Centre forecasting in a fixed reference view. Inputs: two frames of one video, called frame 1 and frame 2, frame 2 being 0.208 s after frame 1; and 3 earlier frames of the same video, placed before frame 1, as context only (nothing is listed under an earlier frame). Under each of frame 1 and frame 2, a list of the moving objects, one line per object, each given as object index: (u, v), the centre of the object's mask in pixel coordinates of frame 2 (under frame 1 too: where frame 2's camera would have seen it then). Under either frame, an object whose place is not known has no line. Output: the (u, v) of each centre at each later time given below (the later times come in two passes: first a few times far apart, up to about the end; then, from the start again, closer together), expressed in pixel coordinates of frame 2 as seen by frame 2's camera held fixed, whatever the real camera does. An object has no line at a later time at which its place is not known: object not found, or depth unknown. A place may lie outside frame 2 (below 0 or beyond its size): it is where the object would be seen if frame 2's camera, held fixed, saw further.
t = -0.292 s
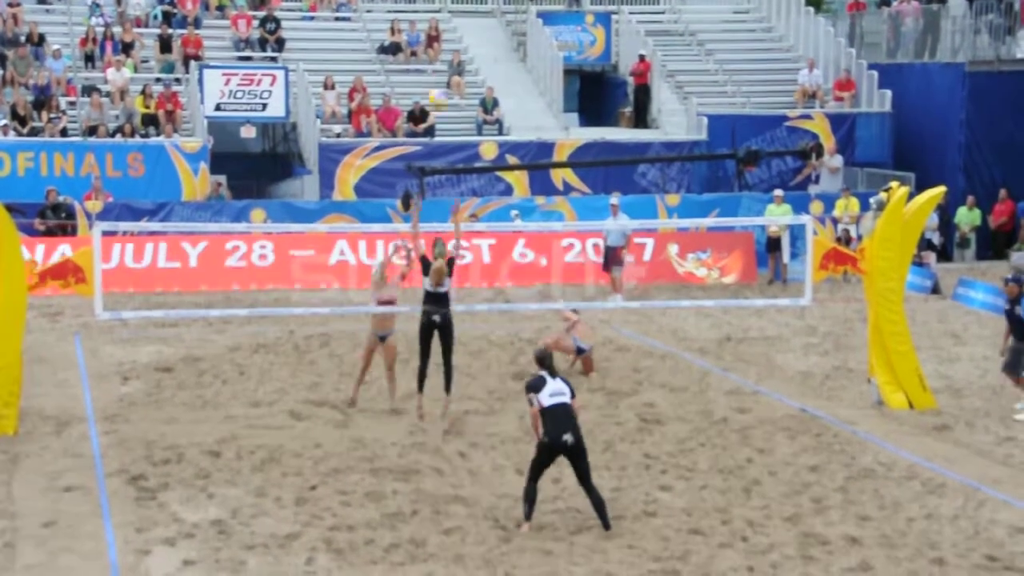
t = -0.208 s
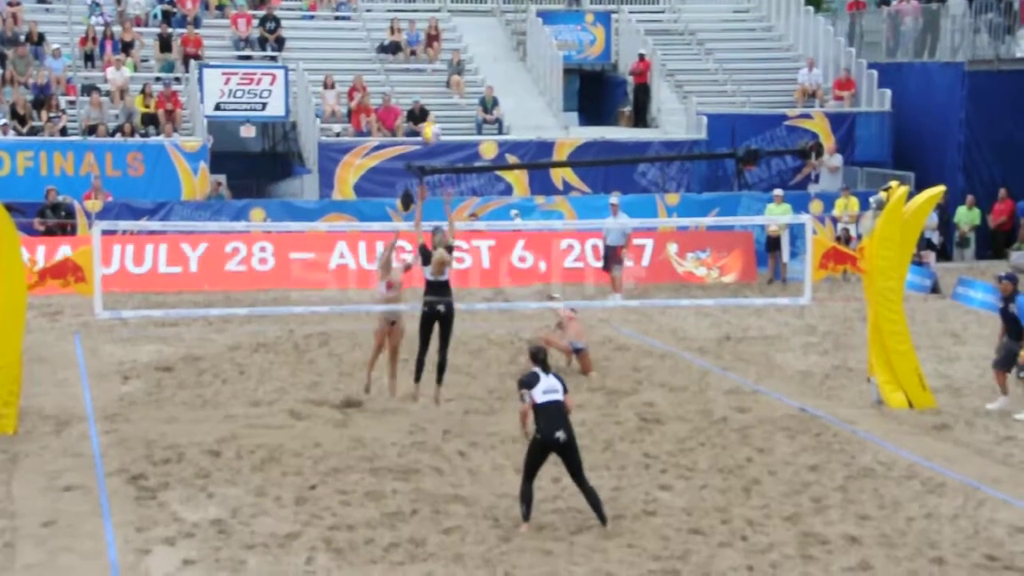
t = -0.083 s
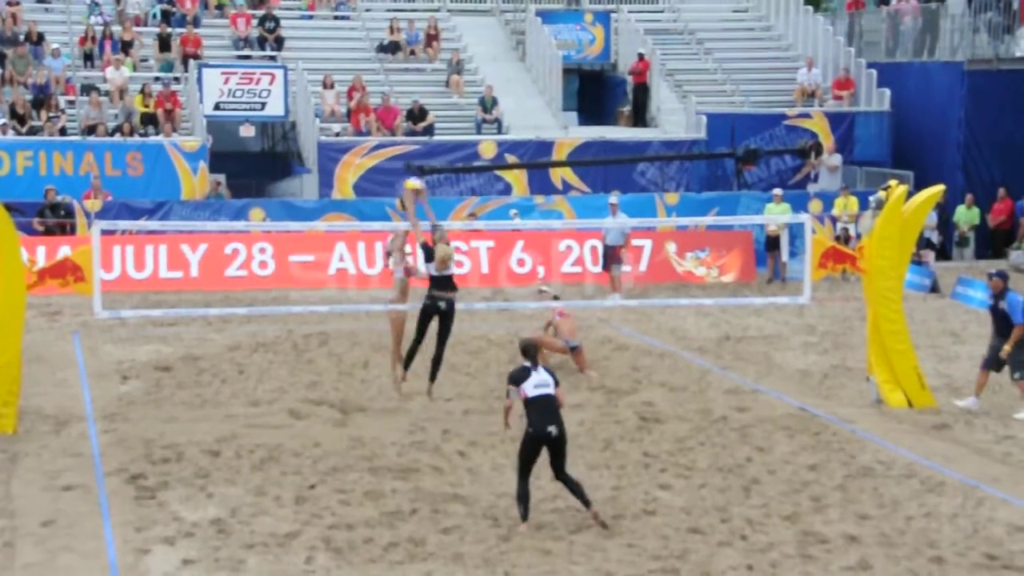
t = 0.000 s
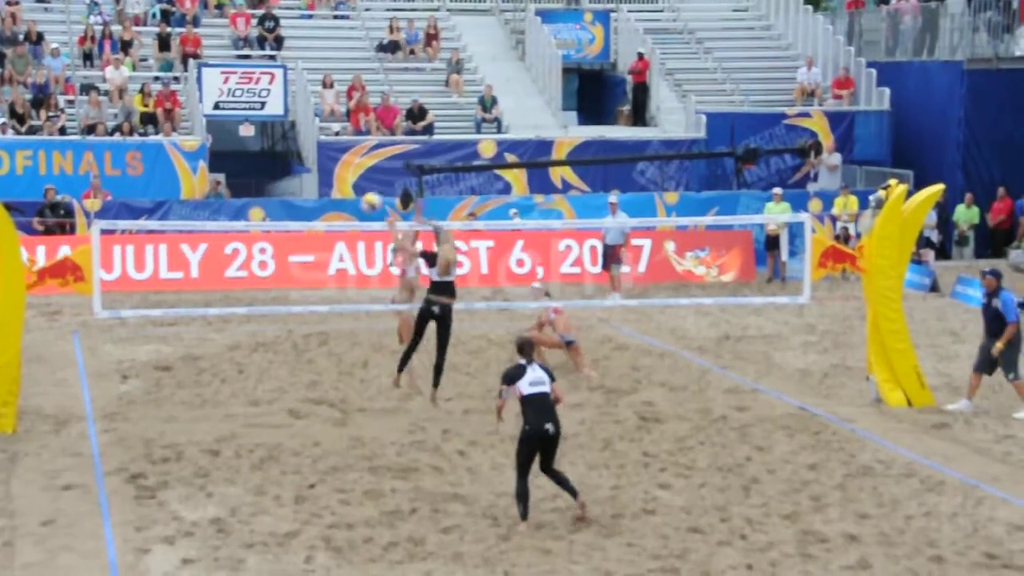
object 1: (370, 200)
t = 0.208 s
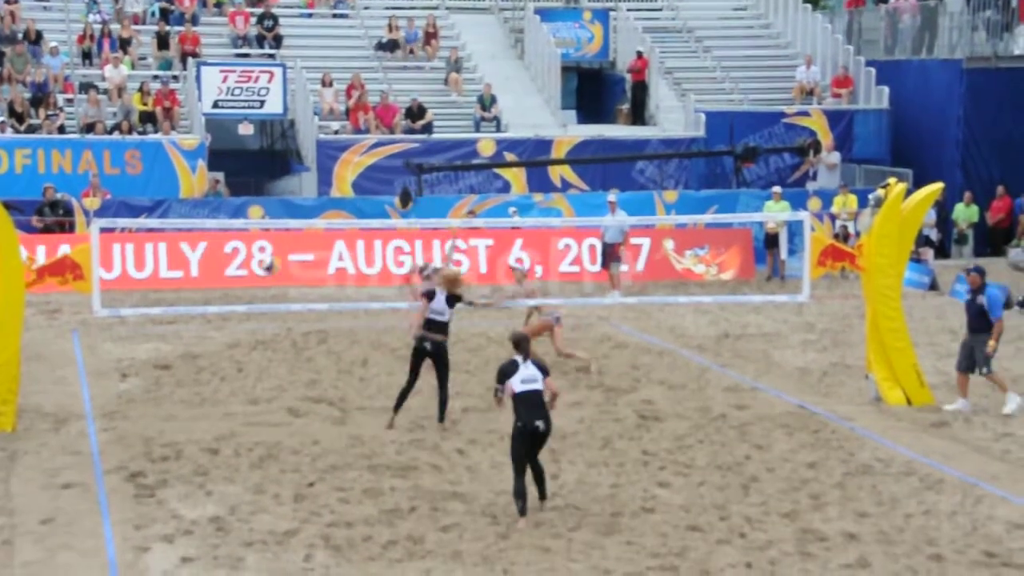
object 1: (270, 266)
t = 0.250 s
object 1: (249, 280)
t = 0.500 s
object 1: (160, 380)
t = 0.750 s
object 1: (145, 352)
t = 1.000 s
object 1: (131, 372)
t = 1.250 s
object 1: (116, 388)
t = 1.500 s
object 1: (111, 387)
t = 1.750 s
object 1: (111, 387)
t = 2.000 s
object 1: (111, 387)
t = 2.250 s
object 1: (111, 387)
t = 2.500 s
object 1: (111, 387)
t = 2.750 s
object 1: (112, 387)
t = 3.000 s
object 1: (116, 387)
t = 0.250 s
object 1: (249, 280)
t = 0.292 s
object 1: (232, 297)
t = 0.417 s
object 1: (183, 357)
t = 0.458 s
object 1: (164, 382)
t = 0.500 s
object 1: (160, 380)
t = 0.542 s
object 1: (157, 371)
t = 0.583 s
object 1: (154, 366)
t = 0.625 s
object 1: (152, 360)
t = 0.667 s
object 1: (149, 357)
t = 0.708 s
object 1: (146, 353)
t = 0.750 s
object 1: (145, 352)
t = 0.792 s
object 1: (141, 352)
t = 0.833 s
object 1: (139, 353)
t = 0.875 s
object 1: (138, 356)
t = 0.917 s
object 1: (136, 359)
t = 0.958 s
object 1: (132, 367)
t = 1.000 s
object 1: (131, 372)
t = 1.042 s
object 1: (129, 380)
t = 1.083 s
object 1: (124, 389)
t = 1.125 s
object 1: (122, 390)
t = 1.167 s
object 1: (120, 389)
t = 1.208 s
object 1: (118, 388)
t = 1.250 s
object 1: (116, 388)
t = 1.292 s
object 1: (115, 388)
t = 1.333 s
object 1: (115, 388)
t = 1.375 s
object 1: (114, 388)
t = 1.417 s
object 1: (114, 387)
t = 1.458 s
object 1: (112, 387)
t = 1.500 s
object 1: (111, 387)
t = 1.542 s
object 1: (111, 387)
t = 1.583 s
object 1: (111, 387)
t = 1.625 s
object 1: (110, 387)
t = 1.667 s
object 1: (110, 387)
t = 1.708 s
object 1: (110, 387)
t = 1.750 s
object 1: (111, 387)
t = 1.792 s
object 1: (110, 387)
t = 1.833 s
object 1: (110, 387)
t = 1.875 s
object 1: (111, 387)
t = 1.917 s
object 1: (111, 387)
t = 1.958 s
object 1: (111, 387)
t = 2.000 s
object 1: (111, 387)
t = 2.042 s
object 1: (111, 387)
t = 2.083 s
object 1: (111, 387)
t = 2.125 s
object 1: (111, 387)
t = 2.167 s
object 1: (111, 387)
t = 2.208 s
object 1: (111, 387)
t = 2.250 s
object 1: (111, 387)
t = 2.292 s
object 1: (111, 387)
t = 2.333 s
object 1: (111, 387)
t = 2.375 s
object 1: (111, 387)
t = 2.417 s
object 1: (111, 387)
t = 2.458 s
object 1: (111, 387)
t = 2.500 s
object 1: (111, 387)
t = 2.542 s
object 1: (112, 387)
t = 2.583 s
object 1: (112, 387)
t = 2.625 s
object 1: (112, 387)
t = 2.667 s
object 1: (112, 387)
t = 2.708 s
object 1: (112, 387)
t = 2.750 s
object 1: (112, 387)
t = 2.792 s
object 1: (112, 387)
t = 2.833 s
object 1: (114, 387)
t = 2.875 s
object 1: (115, 388)
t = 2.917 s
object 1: (115, 388)
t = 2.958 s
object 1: (115, 387)
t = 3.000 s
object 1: (116, 387)
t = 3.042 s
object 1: (116, 388)
